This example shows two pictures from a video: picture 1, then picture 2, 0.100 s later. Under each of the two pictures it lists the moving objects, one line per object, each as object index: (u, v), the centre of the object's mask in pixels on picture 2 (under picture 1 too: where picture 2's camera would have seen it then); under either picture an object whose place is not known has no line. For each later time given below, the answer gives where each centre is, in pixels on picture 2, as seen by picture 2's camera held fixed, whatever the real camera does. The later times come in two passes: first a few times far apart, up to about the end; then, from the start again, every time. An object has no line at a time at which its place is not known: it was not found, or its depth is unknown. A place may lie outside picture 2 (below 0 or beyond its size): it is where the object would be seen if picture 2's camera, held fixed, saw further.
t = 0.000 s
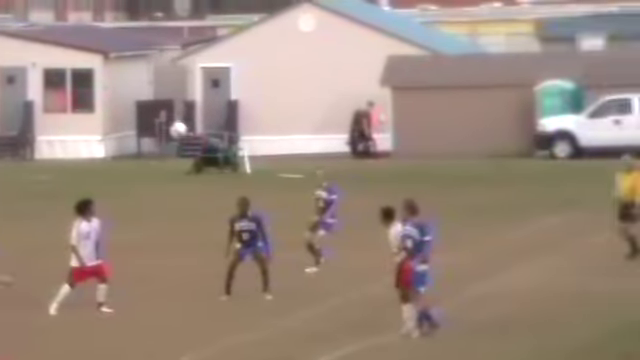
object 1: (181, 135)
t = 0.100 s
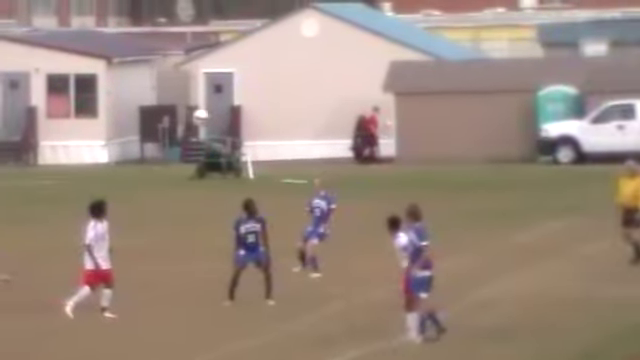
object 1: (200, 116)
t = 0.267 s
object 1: (225, 101)
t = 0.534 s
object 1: (254, 113)
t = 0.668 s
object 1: (264, 135)
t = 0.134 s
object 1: (206, 110)
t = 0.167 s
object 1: (211, 106)
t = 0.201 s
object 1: (216, 103)
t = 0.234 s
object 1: (220, 102)
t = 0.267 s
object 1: (225, 101)
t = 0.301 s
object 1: (229, 100)
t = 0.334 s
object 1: (233, 100)
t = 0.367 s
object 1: (238, 99)
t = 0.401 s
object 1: (240, 102)
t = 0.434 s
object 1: (244, 104)
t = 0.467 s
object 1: (248, 106)
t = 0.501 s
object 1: (251, 110)
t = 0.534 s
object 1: (254, 113)
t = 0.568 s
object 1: (257, 117)
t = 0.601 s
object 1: (260, 123)
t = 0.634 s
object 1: (262, 129)
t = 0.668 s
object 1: (264, 135)
